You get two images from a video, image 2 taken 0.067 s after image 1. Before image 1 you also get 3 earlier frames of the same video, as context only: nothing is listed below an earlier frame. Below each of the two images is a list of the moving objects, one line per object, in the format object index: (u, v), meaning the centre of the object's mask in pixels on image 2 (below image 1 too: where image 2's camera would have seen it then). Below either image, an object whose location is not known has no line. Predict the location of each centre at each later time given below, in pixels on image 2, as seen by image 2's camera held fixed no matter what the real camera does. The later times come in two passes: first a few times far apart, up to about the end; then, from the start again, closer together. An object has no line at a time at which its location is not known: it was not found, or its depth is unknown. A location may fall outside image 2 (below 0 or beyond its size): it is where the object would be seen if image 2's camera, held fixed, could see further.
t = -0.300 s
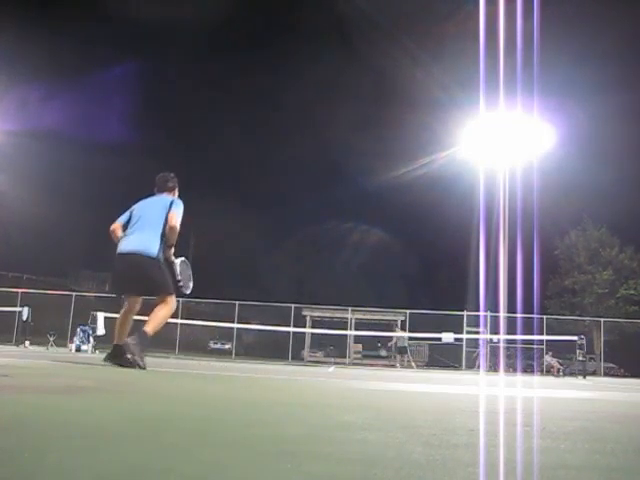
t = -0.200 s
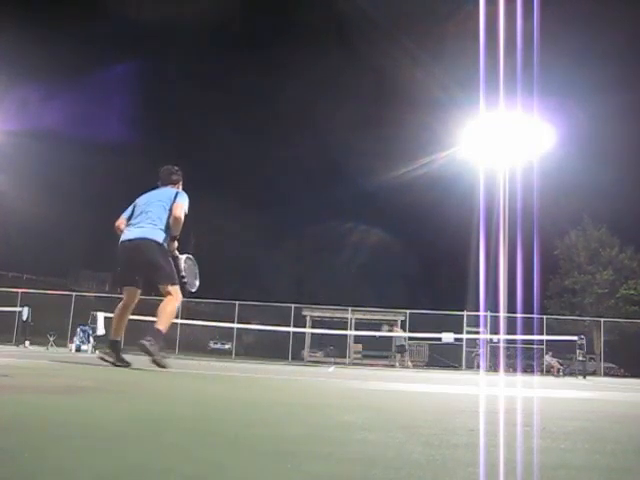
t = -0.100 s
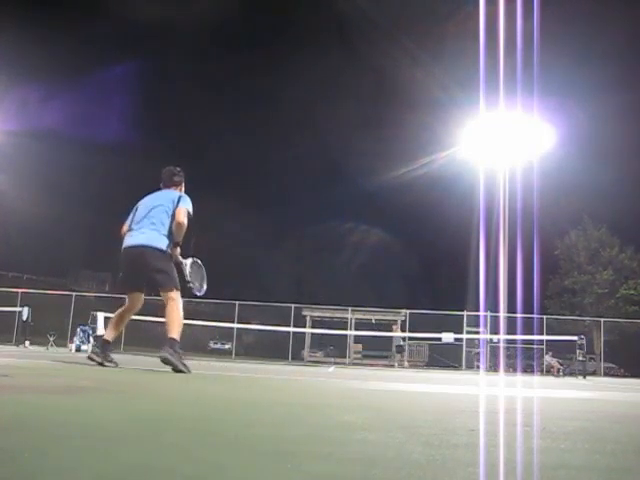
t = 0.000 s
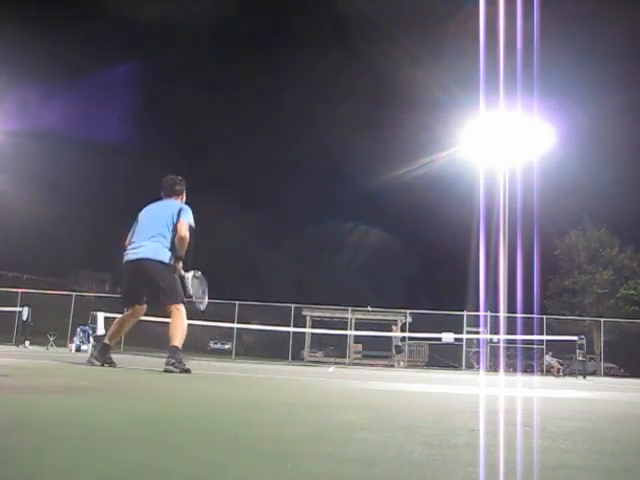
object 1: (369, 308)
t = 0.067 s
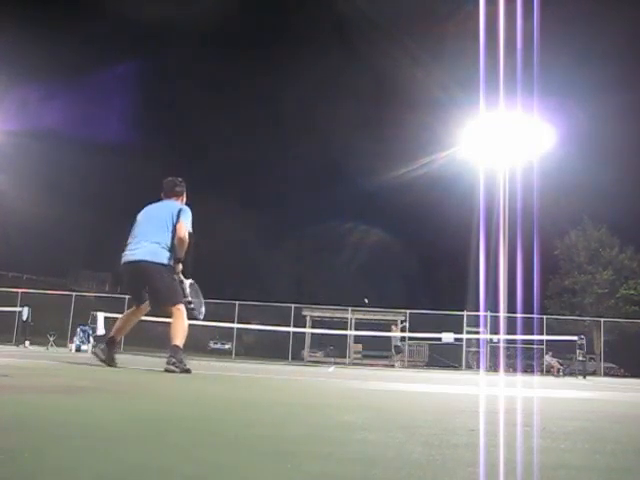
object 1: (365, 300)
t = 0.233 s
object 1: (356, 286)
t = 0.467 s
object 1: (339, 281)
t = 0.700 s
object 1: (314, 301)
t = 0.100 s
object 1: (364, 297)
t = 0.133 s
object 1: (363, 294)
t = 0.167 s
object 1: (360, 291)
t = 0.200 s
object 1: (359, 289)
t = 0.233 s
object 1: (356, 286)
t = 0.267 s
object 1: (354, 284)
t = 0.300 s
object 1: (352, 283)
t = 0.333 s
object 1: (350, 282)
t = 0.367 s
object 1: (347, 281)
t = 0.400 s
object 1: (345, 280)
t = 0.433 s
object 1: (342, 280)
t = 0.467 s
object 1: (339, 281)
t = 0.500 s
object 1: (337, 282)
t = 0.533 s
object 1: (333, 283)
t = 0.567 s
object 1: (330, 285)
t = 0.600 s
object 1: (326, 288)
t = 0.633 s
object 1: (322, 292)
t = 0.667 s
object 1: (318, 296)
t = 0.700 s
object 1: (314, 301)
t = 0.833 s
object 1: (293, 331)
